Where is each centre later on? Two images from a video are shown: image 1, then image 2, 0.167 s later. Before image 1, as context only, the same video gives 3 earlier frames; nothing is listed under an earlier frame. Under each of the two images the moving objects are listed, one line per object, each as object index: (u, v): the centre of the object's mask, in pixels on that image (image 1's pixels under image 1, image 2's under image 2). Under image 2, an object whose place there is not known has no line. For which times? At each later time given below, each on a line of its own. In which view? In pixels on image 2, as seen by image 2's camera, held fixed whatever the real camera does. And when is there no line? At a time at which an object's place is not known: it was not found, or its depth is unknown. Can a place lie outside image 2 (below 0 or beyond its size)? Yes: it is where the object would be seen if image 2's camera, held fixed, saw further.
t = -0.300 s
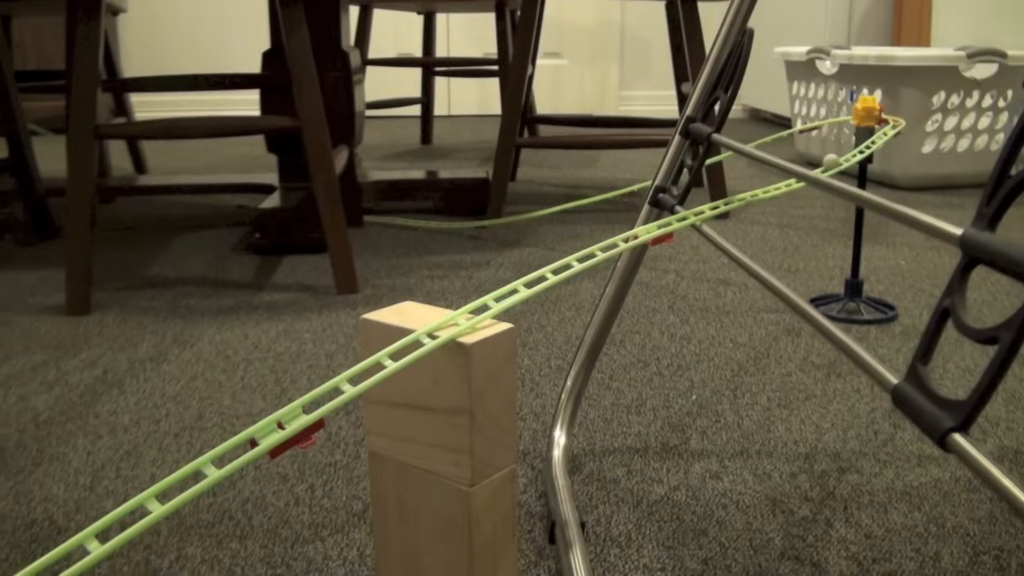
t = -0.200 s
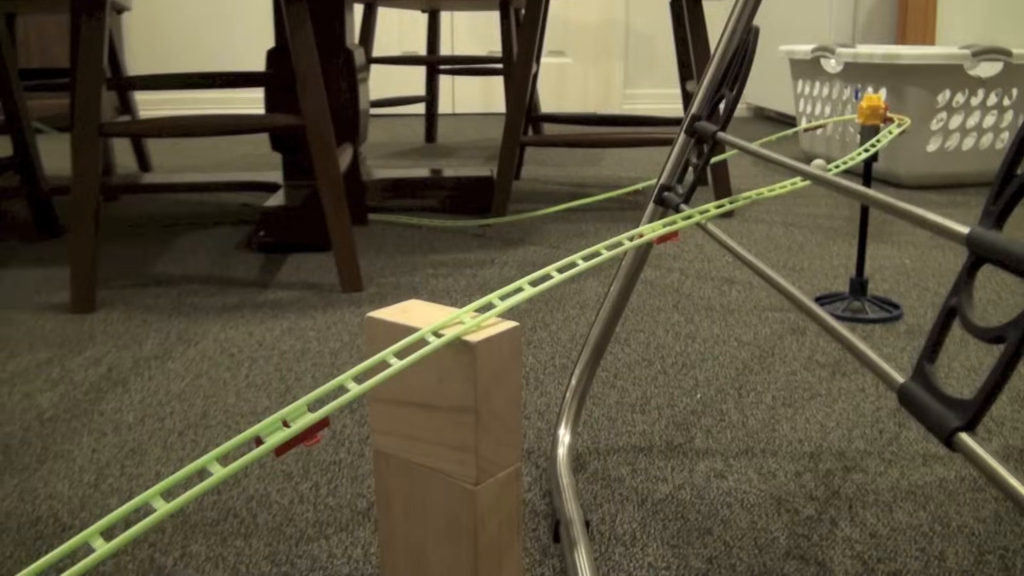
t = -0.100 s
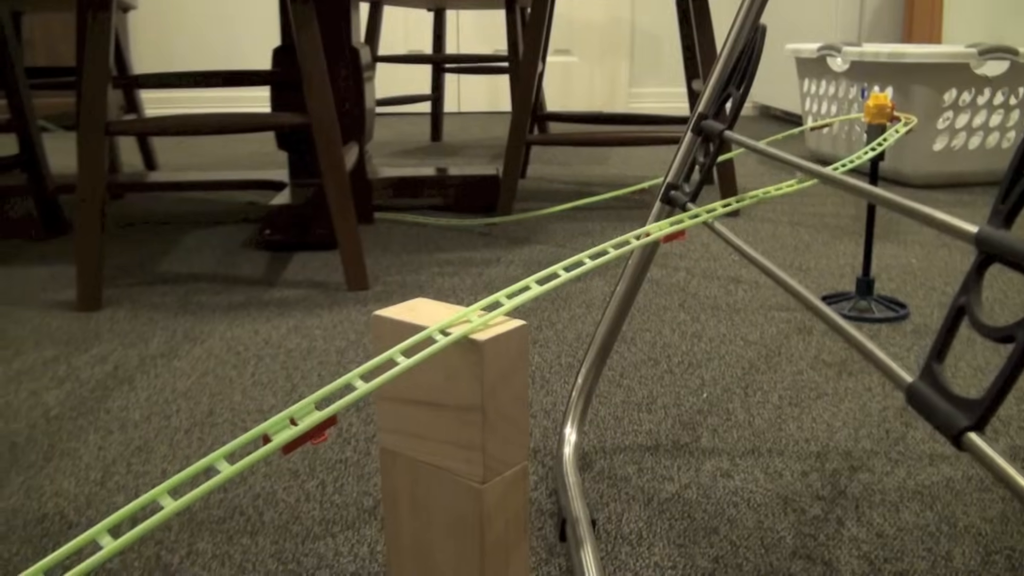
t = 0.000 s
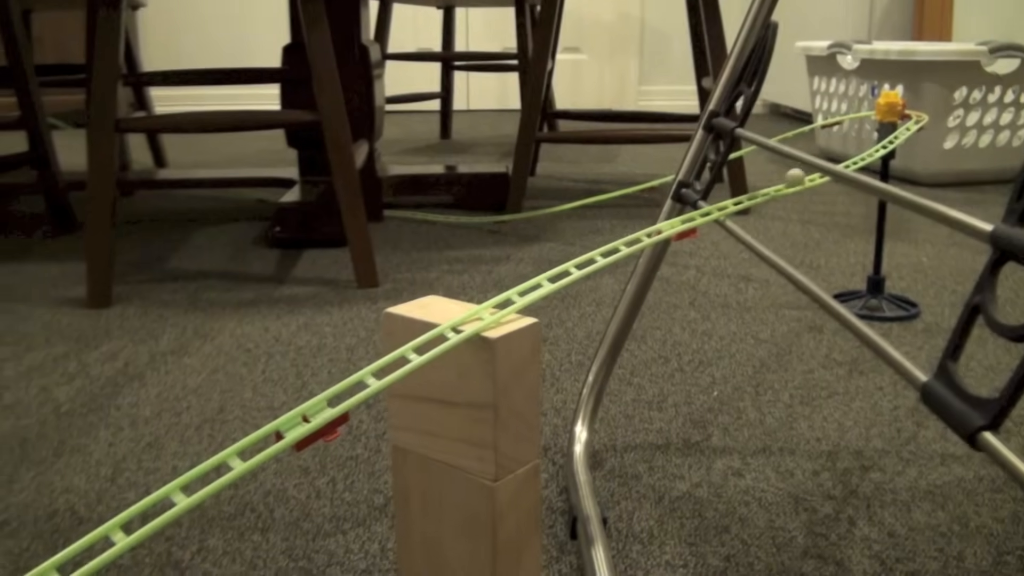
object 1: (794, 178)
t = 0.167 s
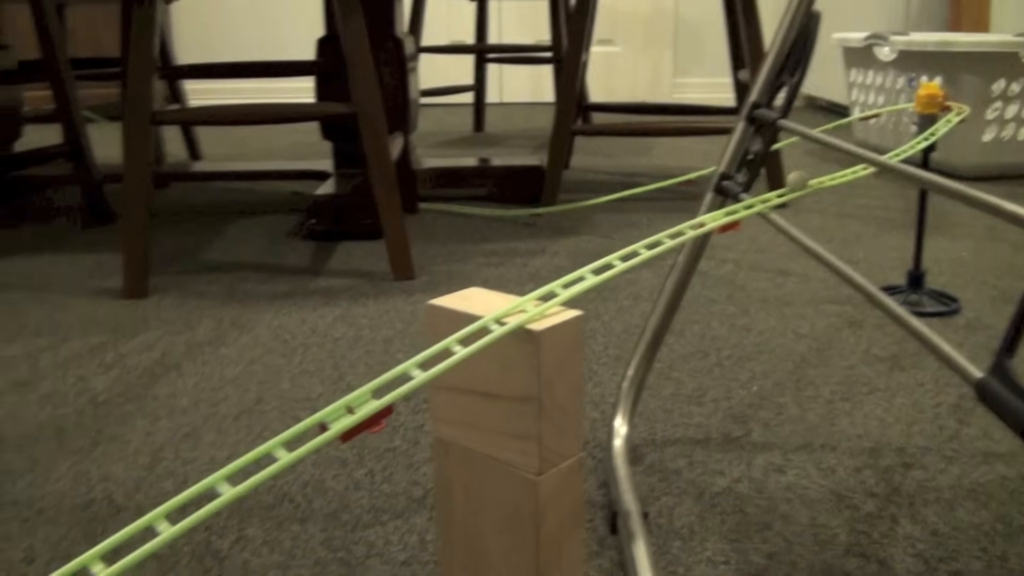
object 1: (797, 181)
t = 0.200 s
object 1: (789, 183)
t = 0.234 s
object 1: (779, 187)
